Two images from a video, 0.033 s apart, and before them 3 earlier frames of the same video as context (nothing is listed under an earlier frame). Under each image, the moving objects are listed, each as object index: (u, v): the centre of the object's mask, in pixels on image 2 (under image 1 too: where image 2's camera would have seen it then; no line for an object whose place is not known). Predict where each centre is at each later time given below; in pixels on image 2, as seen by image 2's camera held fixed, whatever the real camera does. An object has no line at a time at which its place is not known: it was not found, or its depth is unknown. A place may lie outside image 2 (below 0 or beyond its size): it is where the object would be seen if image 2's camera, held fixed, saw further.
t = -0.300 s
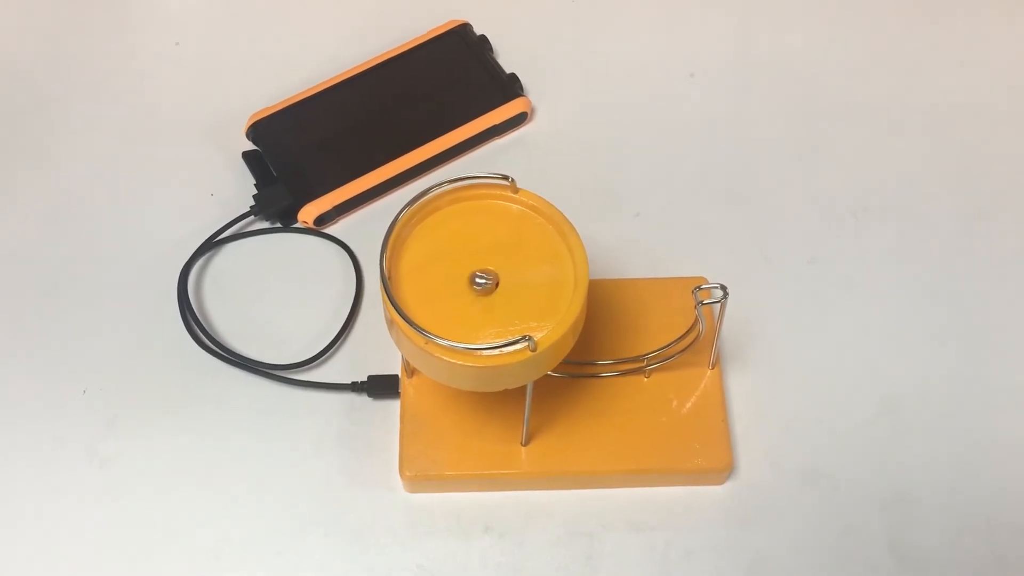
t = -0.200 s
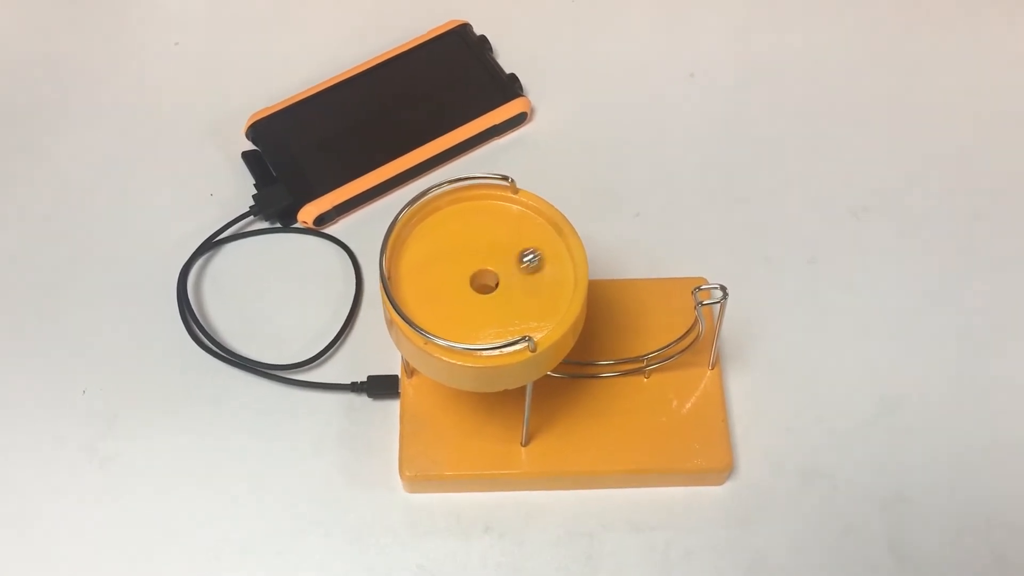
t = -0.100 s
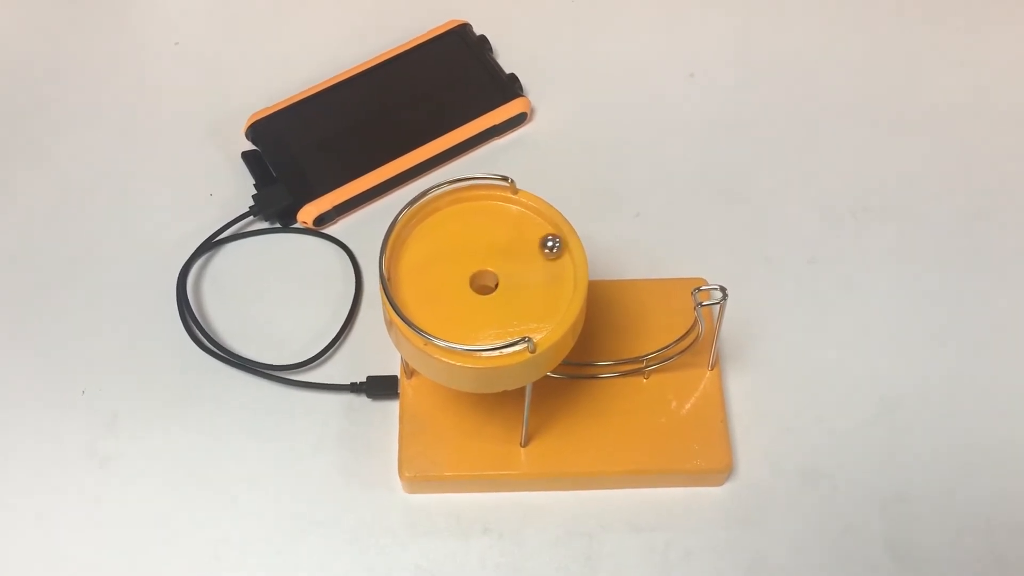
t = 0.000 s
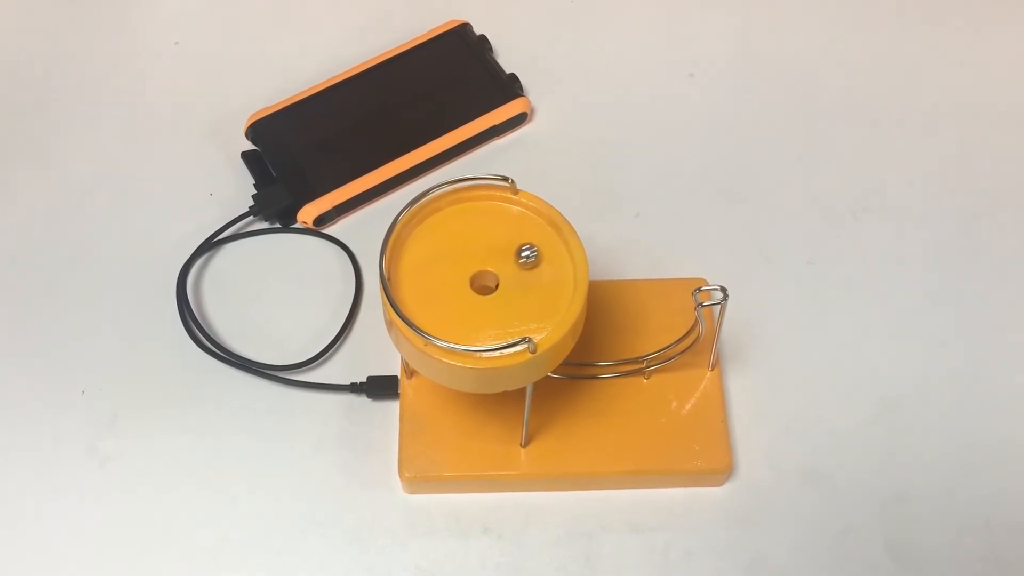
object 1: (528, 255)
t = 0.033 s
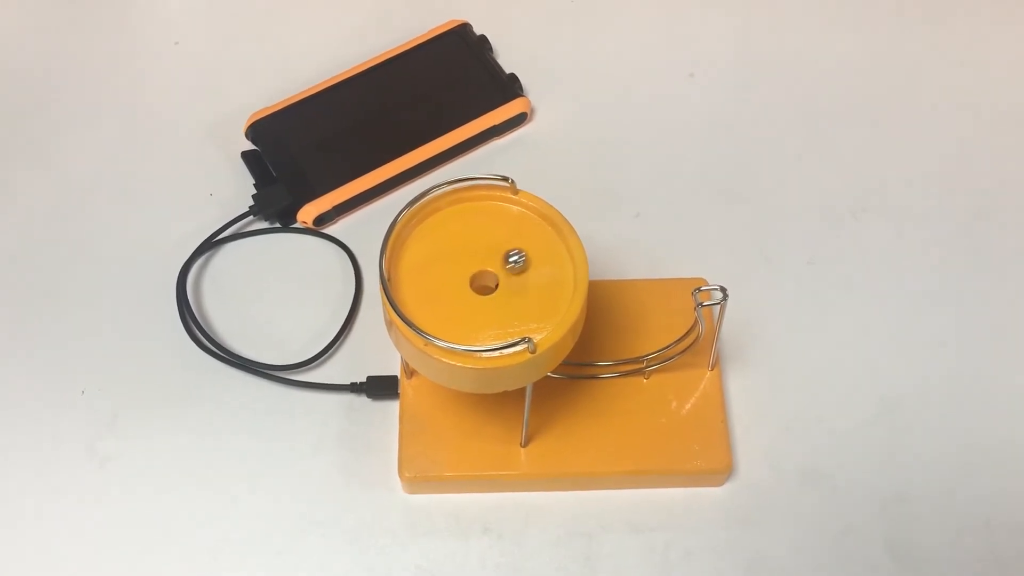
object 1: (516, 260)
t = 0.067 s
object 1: (503, 267)
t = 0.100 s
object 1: (486, 278)
